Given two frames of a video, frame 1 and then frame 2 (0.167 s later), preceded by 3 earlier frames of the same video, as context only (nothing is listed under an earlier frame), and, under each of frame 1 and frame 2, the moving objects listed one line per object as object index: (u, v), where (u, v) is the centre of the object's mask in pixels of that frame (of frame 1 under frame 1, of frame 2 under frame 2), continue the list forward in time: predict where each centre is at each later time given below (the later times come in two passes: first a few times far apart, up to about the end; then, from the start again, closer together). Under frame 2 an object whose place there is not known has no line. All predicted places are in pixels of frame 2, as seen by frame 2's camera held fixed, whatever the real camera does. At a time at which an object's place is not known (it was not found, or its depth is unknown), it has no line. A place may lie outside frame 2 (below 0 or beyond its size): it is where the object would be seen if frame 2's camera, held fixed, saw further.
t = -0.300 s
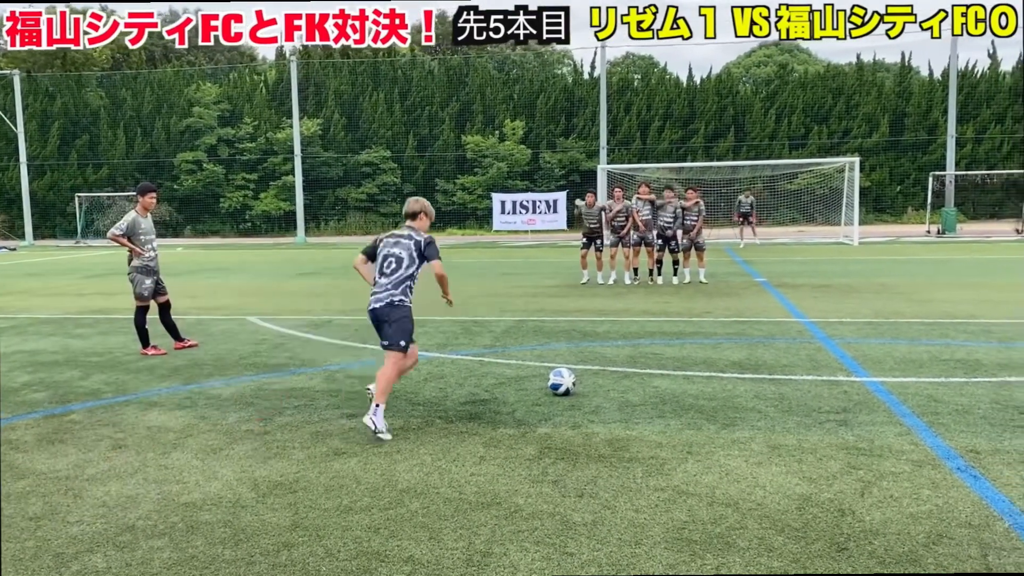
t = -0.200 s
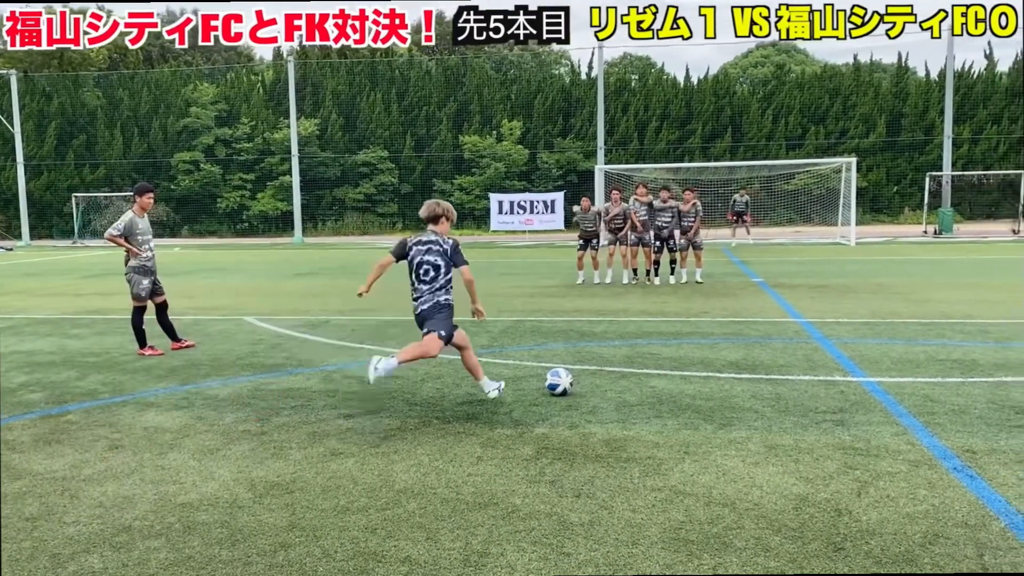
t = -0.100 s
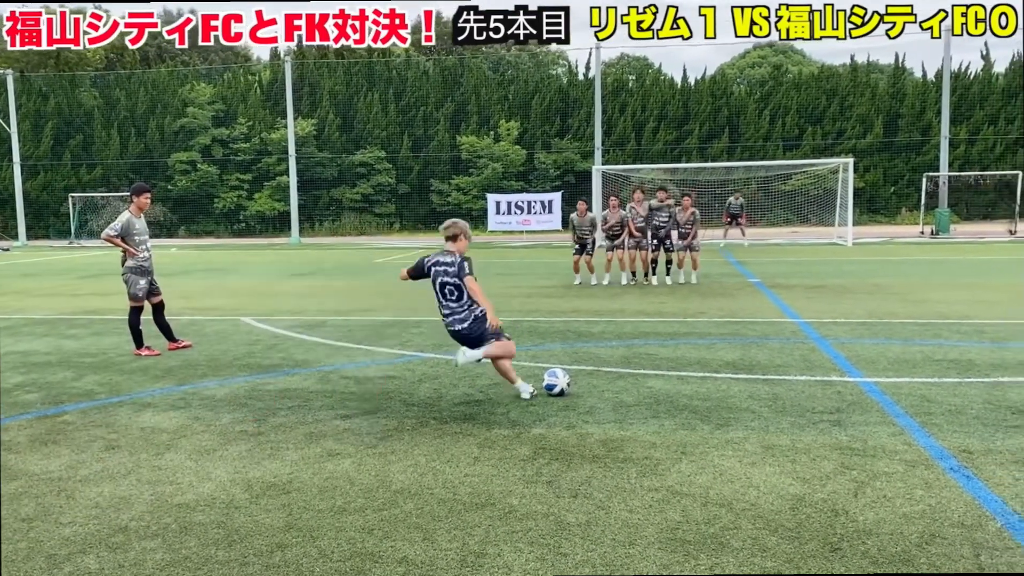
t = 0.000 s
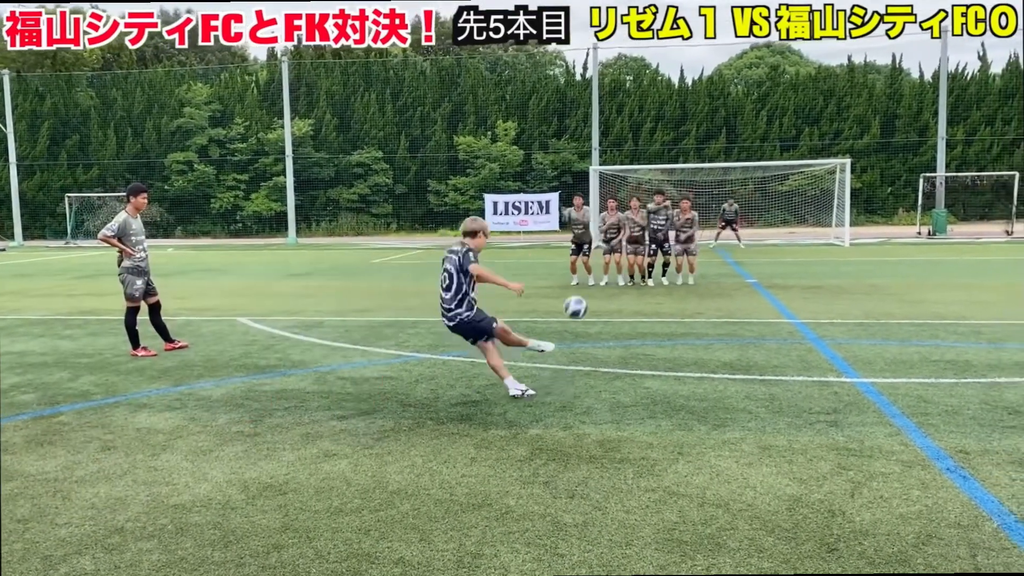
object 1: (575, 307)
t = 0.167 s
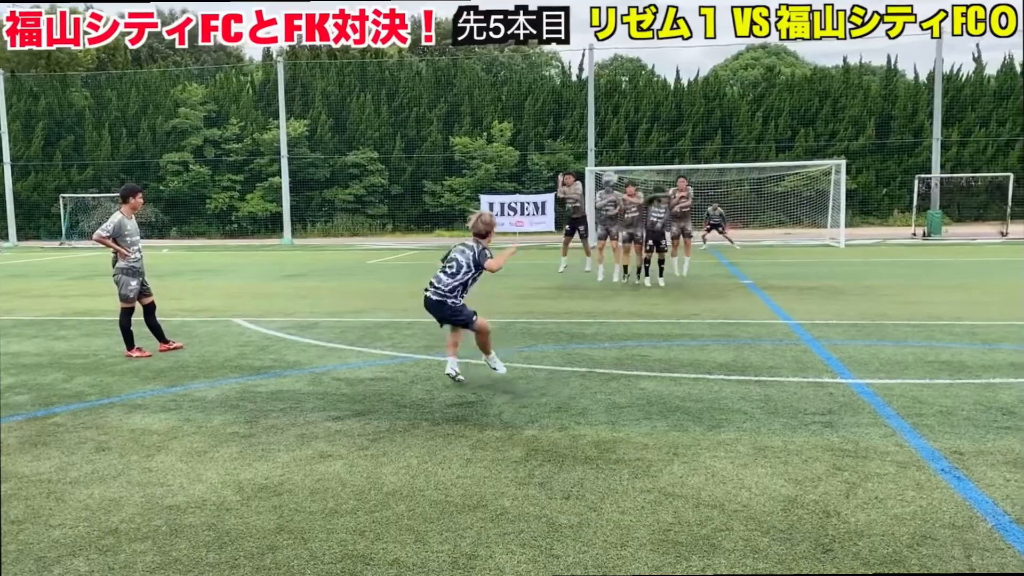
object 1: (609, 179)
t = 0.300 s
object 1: (619, 146)
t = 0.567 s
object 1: (618, 147)
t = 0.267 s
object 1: (618, 151)
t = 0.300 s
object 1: (619, 146)
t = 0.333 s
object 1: (621, 143)
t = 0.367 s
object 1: (621, 140)
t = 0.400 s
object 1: (622, 139)
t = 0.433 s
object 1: (621, 139)
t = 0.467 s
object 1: (621, 140)
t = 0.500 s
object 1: (620, 142)
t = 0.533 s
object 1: (619, 144)
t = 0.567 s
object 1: (618, 147)
